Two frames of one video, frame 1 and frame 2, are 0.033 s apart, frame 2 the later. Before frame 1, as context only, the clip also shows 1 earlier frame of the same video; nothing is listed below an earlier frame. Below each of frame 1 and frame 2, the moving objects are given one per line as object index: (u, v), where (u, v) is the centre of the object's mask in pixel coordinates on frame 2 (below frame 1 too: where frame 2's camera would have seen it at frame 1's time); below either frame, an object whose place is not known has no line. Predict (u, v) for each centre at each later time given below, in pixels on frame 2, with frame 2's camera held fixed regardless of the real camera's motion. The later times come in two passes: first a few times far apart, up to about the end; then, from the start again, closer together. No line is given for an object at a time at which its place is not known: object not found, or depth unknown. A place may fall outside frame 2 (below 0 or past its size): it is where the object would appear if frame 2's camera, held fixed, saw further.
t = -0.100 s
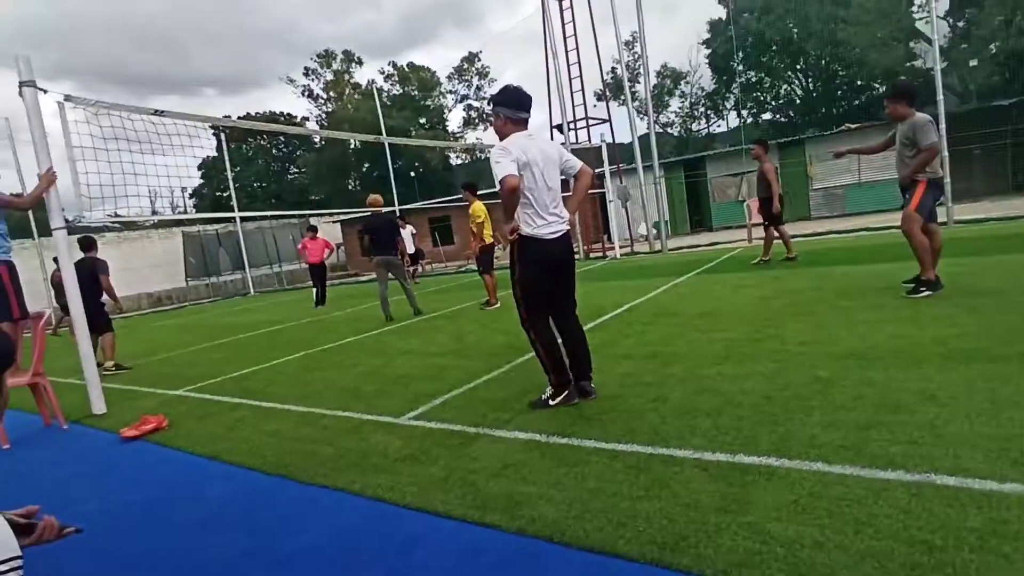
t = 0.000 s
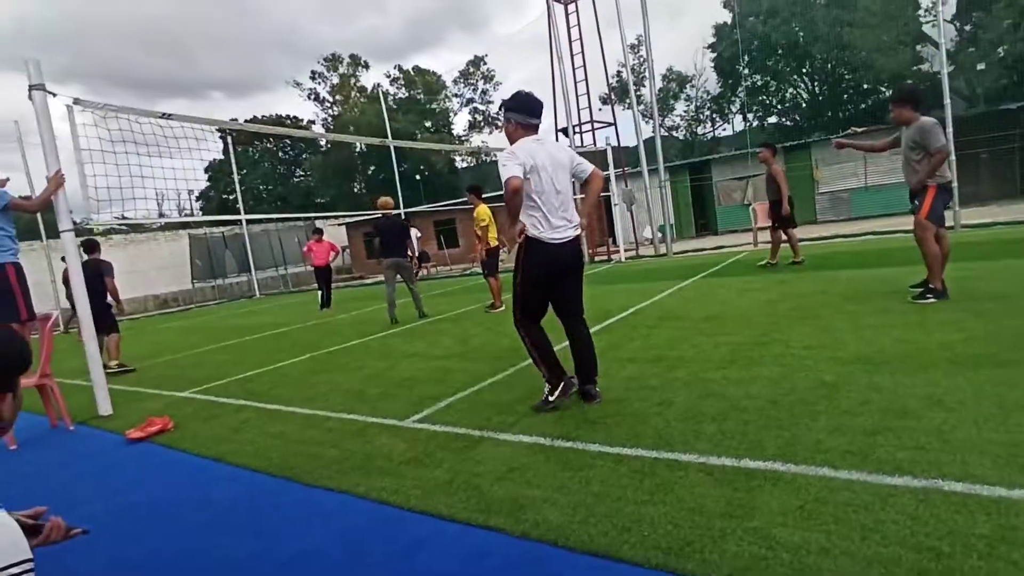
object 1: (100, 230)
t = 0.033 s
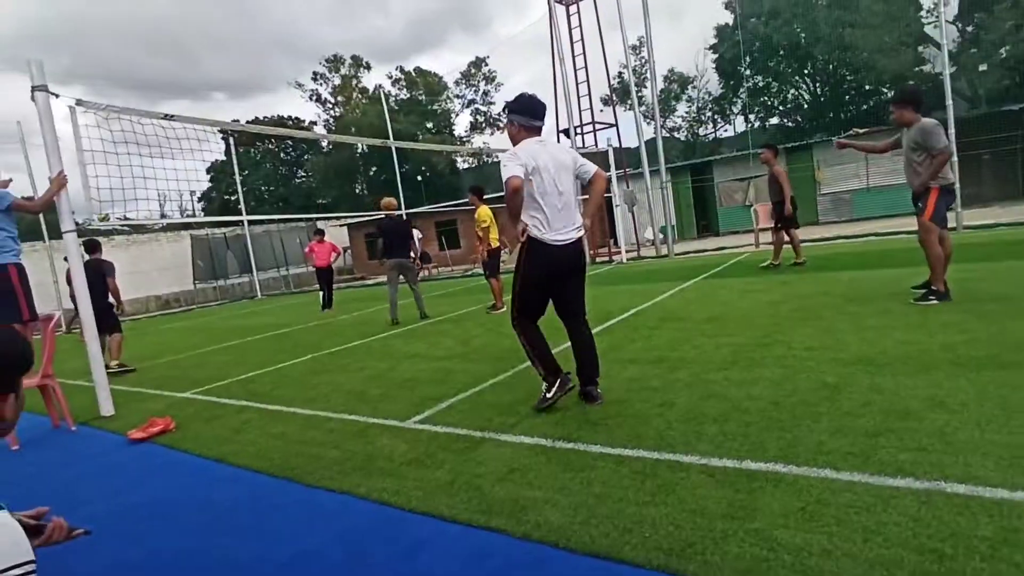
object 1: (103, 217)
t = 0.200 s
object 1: (114, 156)
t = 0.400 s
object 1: (131, 92)
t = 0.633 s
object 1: (161, 44)
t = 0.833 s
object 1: (198, 33)
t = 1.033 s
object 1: (246, 58)
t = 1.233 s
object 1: (309, 130)
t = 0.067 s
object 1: (105, 205)
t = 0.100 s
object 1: (107, 192)
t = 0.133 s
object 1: (109, 179)
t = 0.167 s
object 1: (111, 167)
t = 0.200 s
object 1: (114, 156)
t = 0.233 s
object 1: (116, 144)
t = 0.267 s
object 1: (119, 133)
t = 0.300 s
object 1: (121, 122)
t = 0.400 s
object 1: (131, 92)
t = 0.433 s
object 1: (135, 84)
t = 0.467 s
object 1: (139, 76)
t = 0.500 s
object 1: (143, 68)
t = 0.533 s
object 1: (147, 61)
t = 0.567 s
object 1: (151, 54)
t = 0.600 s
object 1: (156, 49)
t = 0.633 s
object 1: (161, 44)
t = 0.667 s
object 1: (167, 41)
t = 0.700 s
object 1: (172, 37)
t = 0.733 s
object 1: (178, 35)
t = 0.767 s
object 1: (184, 32)
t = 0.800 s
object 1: (190, 32)
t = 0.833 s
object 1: (198, 33)
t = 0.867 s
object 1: (205, 35)
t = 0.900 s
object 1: (212, 37)
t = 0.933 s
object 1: (220, 41)
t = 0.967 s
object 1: (228, 44)
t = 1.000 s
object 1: (237, 51)
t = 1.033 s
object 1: (246, 58)
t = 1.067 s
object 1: (255, 67)
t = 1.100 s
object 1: (265, 76)
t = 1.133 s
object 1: (276, 88)
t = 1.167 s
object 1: (286, 100)
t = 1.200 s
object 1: (297, 115)
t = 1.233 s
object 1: (309, 130)
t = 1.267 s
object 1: (320, 146)
